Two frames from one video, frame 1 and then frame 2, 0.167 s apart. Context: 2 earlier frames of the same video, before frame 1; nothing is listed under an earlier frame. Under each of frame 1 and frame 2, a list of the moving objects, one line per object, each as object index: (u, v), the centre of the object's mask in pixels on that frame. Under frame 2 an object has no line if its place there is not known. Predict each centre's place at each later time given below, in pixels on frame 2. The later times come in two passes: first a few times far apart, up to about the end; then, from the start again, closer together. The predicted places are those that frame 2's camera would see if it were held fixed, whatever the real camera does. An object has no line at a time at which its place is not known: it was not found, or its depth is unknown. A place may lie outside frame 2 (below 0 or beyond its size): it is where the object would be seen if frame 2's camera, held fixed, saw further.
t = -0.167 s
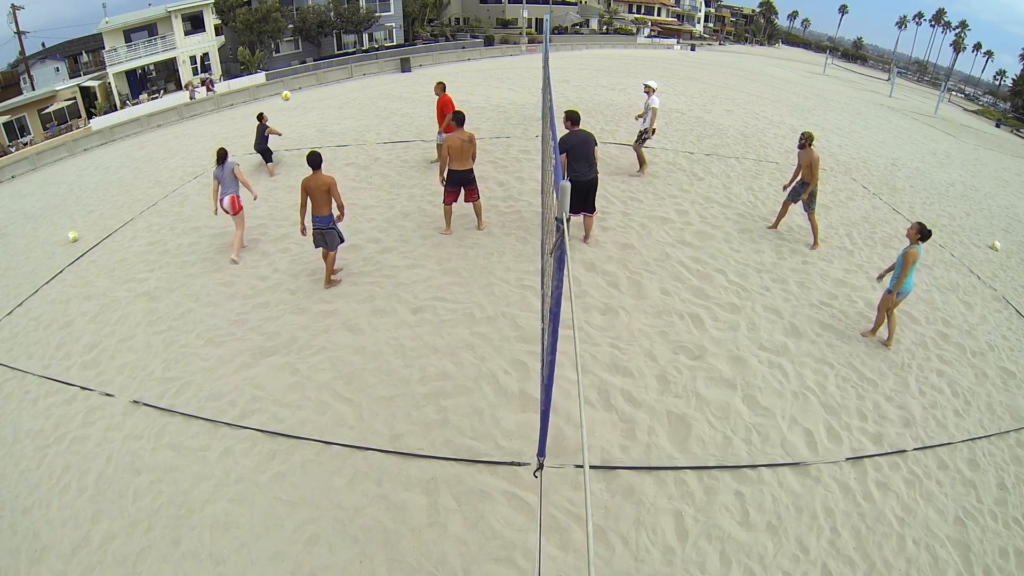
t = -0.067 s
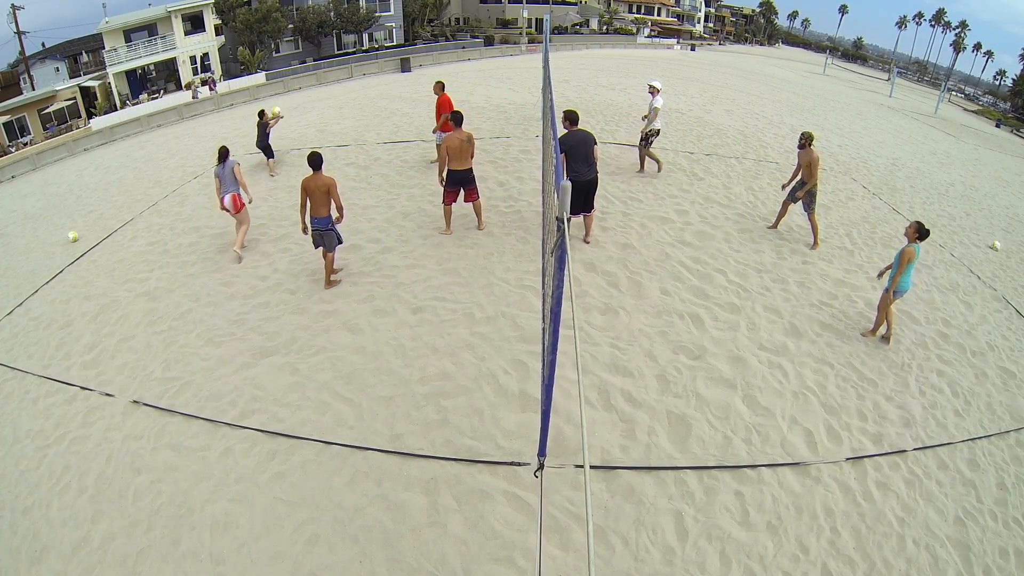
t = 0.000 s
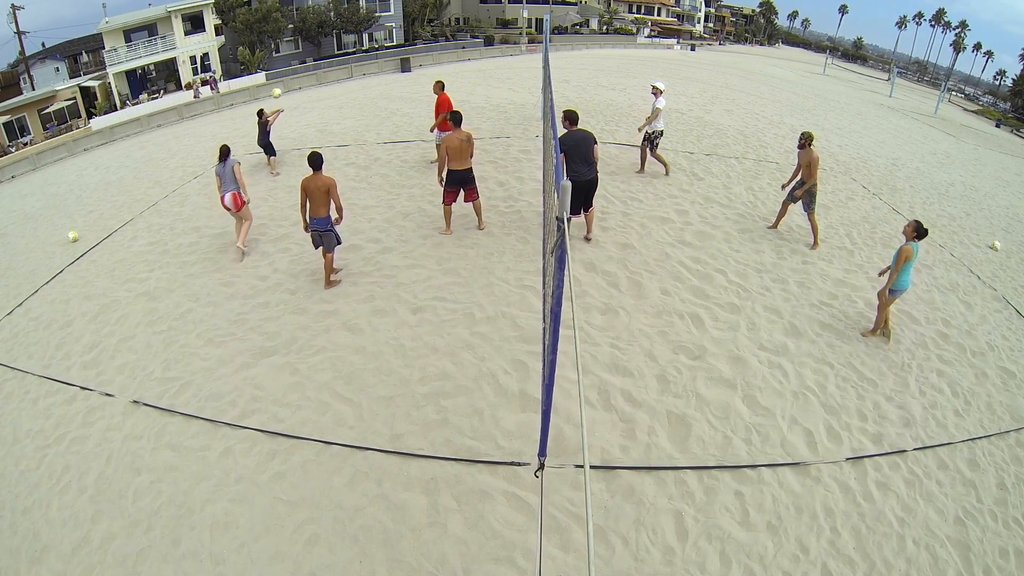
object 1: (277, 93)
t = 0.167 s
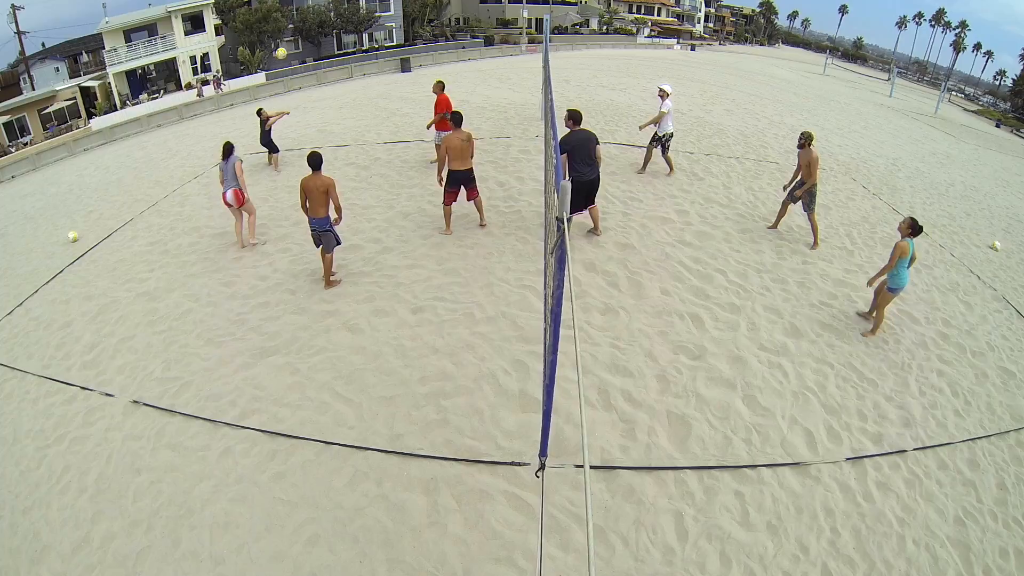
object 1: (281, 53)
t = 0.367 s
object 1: (291, 19)
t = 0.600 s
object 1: (309, 5)
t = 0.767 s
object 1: (325, 12)
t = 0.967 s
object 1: (346, 46)
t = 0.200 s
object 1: (283, 46)
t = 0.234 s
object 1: (284, 40)
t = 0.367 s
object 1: (291, 19)
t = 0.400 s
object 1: (293, 15)
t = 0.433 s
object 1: (296, 11)
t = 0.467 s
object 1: (298, 8)
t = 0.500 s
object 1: (301, 6)
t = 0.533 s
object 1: (304, 5)
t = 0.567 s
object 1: (306, 5)
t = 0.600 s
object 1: (309, 5)
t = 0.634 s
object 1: (312, 5)
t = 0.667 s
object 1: (315, 5)
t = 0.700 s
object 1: (318, 6)
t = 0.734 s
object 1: (321, 9)
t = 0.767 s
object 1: (325, 12)
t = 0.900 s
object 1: (339, 32)
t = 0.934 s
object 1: (343, 39)
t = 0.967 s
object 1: (346, 46)
